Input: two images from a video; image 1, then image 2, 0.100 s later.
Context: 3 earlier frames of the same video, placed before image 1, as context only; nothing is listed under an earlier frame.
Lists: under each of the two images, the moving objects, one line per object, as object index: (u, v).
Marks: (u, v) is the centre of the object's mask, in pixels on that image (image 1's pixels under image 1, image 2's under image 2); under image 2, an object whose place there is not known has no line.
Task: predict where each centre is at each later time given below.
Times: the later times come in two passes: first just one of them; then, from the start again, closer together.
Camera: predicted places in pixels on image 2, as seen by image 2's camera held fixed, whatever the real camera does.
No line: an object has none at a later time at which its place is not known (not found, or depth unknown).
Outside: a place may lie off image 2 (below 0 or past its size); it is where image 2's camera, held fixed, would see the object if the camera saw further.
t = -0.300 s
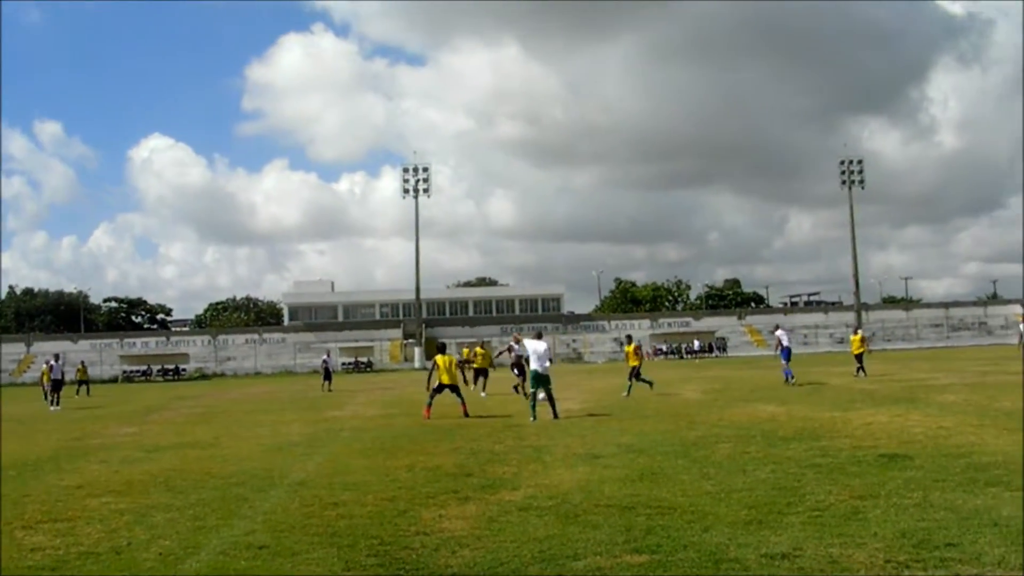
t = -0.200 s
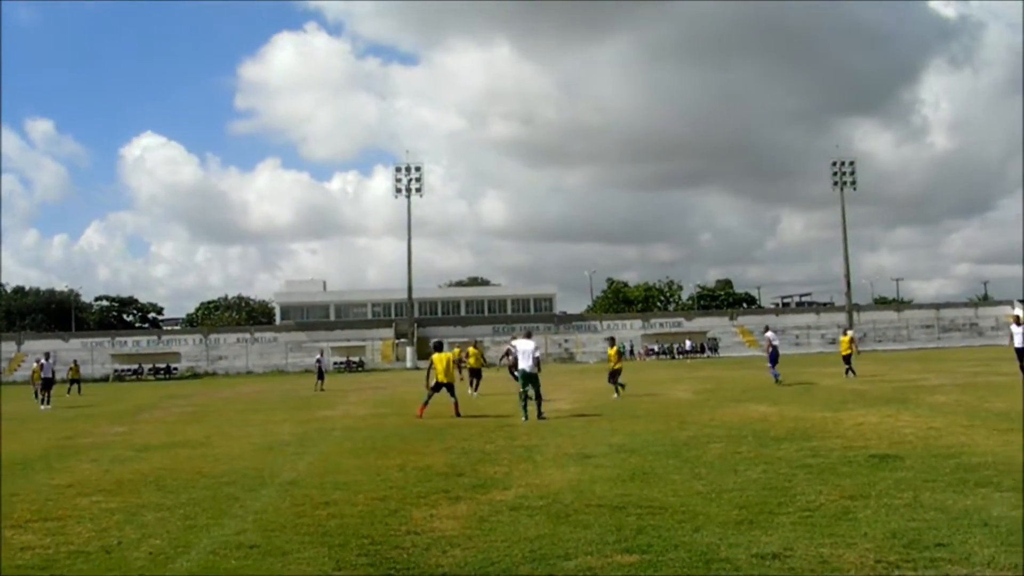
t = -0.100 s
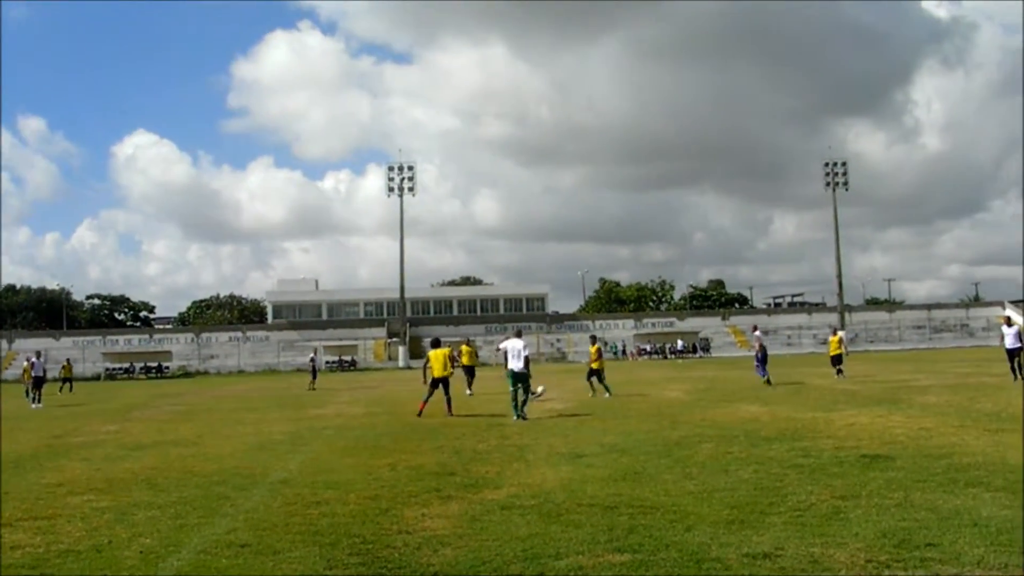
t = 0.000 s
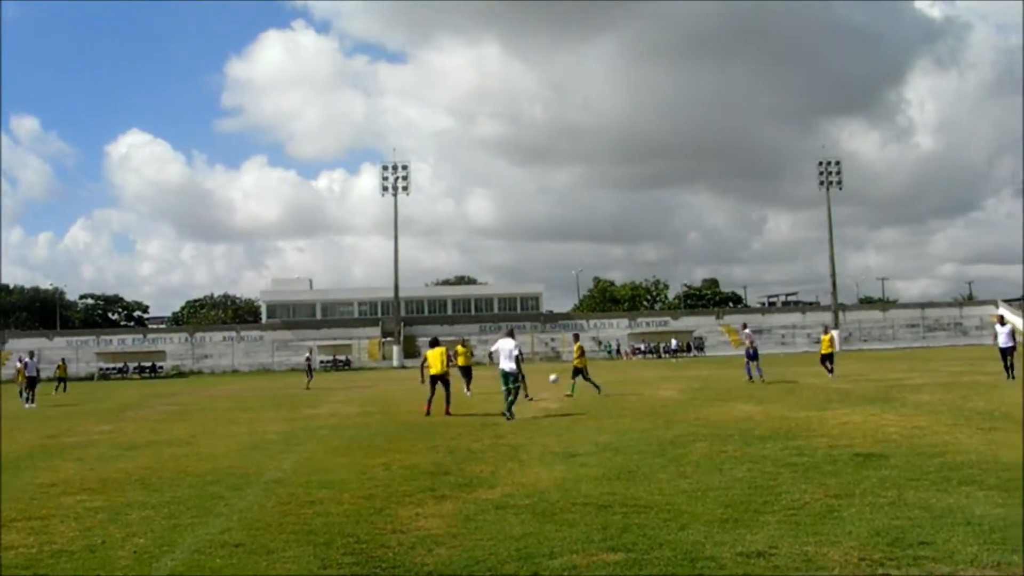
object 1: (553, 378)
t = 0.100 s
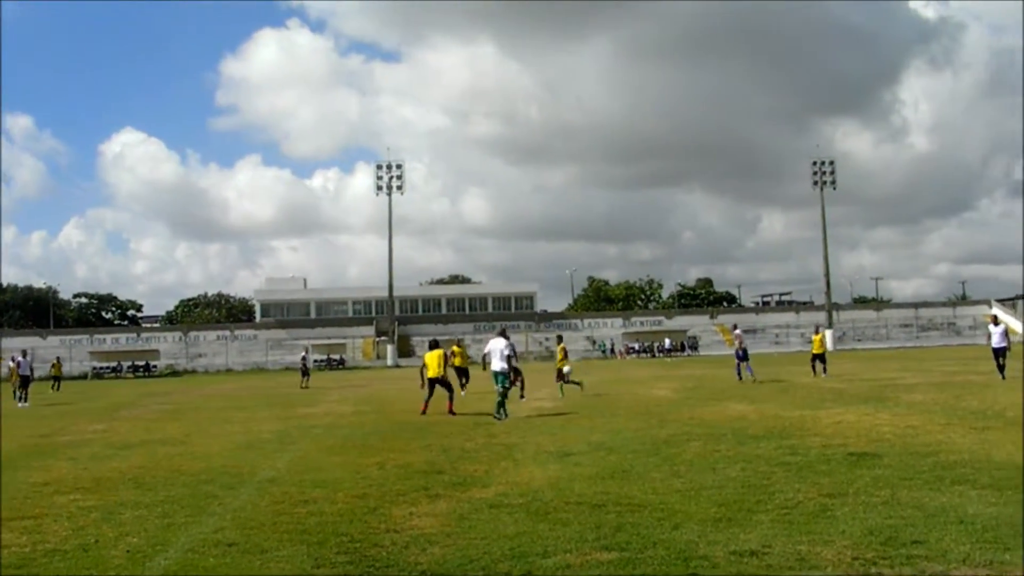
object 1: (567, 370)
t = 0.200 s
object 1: (588, 366)
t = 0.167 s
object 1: (580, 367)
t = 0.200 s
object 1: (588, 366)
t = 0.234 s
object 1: (594, 366)
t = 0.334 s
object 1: (620, 370)
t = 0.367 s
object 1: (628, 372)
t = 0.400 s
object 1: (637, 375)
